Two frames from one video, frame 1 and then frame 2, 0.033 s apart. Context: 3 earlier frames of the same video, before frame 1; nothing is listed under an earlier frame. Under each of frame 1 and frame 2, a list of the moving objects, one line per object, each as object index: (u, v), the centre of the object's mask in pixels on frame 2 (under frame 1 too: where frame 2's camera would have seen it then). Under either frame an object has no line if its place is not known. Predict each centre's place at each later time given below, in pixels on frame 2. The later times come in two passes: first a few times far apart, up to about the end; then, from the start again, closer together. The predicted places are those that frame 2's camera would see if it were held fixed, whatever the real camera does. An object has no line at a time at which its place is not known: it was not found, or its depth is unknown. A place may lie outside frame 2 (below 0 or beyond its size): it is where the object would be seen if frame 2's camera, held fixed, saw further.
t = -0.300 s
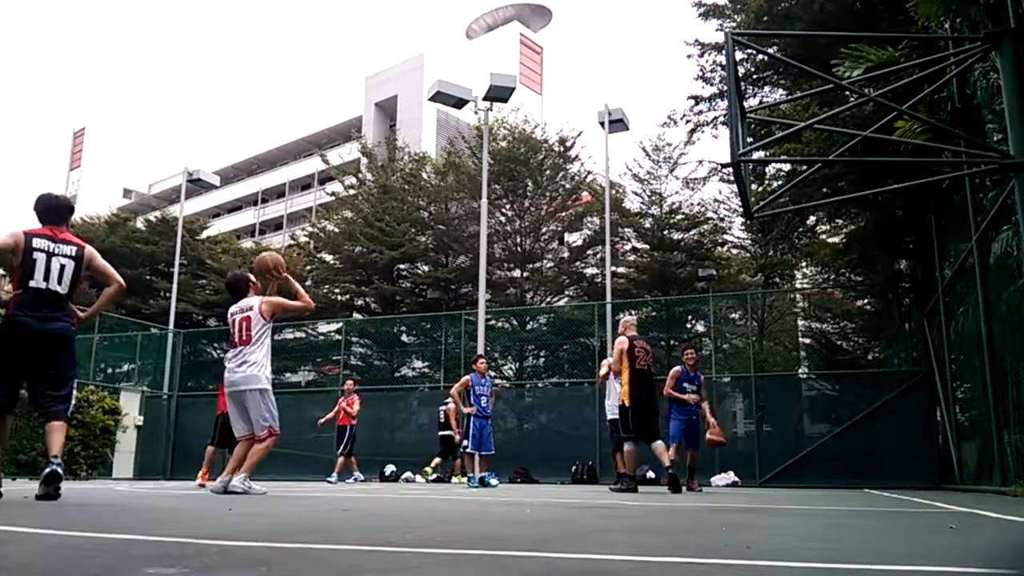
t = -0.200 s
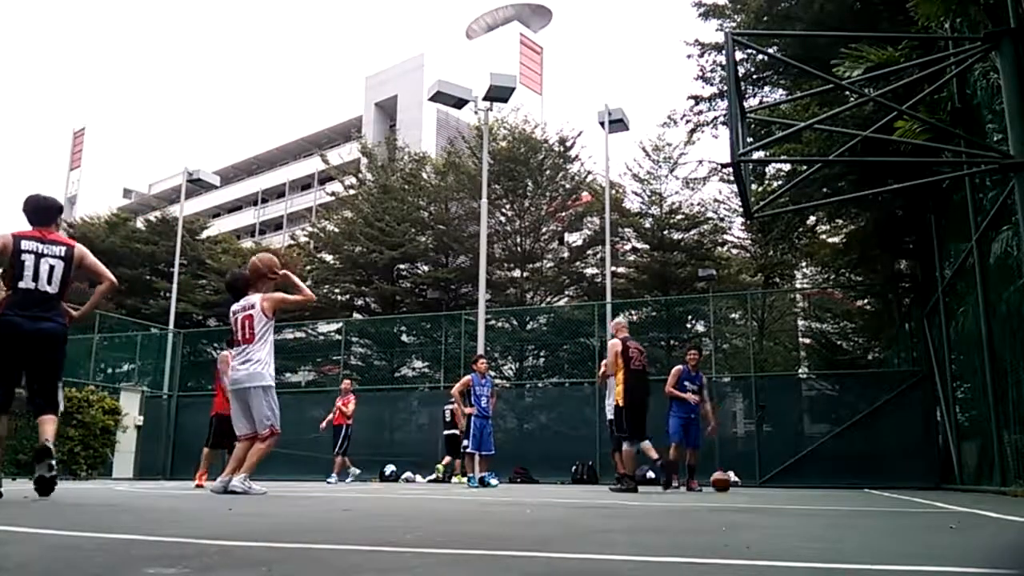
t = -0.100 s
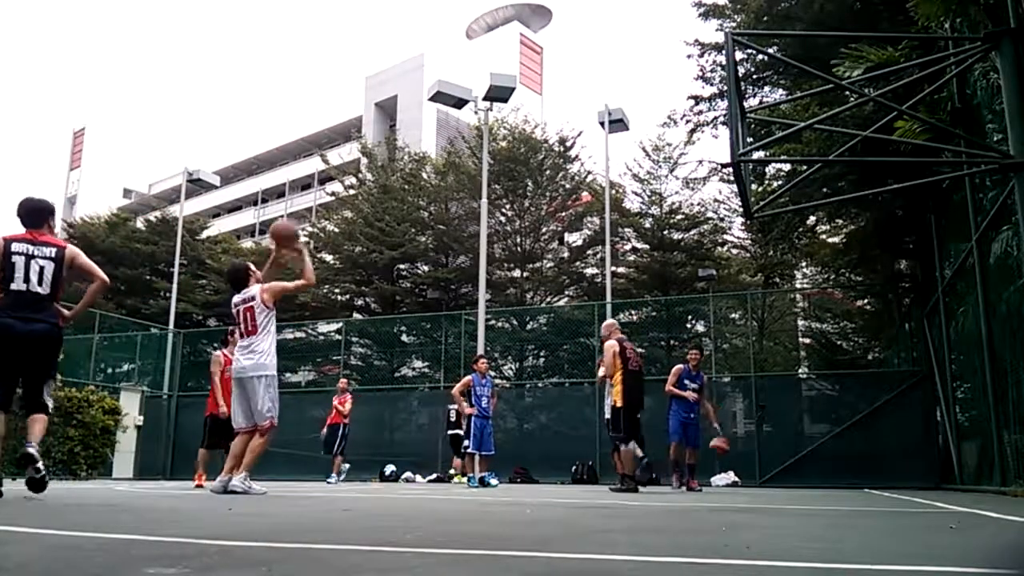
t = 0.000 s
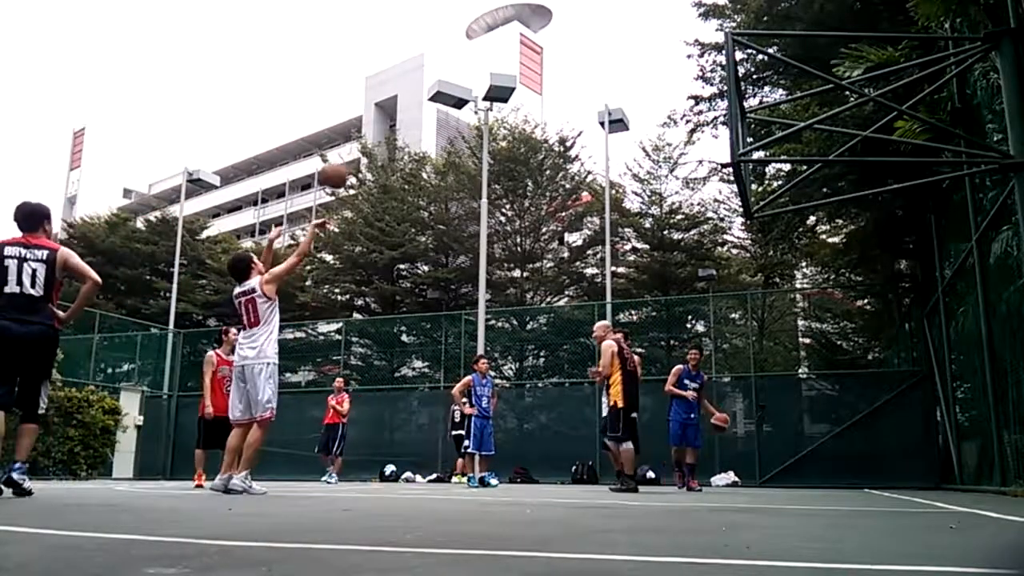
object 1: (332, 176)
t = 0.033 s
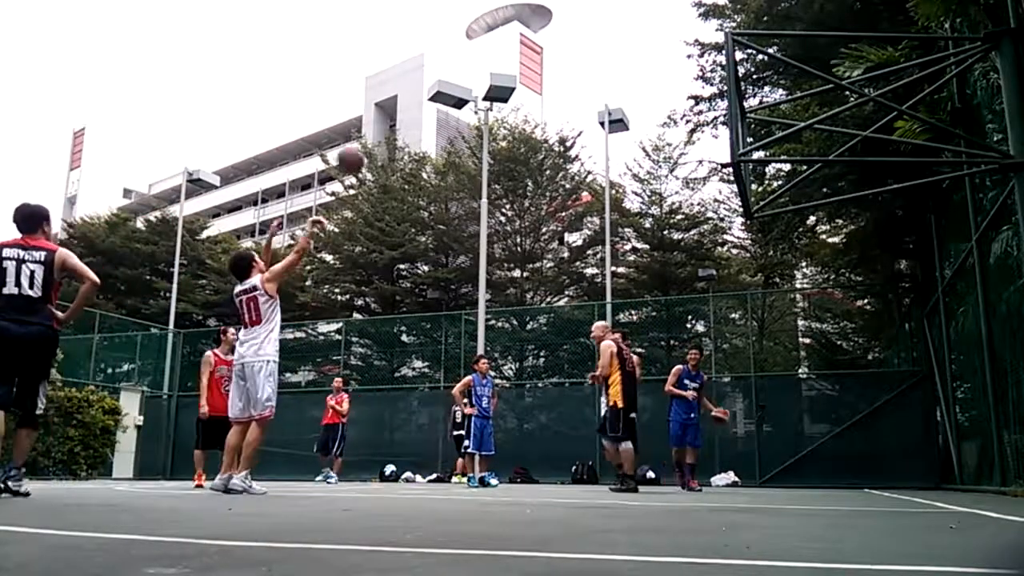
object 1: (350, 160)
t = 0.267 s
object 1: (459, 81)
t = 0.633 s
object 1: (606, 76)
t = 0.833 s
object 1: (680, 125)
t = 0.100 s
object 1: (384, 129)
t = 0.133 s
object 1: (398, 118)
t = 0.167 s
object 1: (414, 107)
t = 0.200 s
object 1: (429, 97)
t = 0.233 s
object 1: (445, 88)
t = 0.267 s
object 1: (459, 81)
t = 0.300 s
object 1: (474, 75)
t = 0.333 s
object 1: (487, 70)
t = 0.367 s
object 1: (501, 66)
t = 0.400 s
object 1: (515, 64)
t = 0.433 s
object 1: (529, 63)
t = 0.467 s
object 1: (542, 63)
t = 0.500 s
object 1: (555, 63)
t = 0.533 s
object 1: (568, 65)
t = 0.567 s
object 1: (581, 67)
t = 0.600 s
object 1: (593, 71)
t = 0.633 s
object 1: (606, 76)
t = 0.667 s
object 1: (618, 82)
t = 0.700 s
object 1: (631, 88)
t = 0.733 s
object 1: (643, 96)
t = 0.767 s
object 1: (655, 105)
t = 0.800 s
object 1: (668, 115)
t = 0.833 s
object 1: (680, 125)
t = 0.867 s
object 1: (691, 137)
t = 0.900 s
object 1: (704, 149)
